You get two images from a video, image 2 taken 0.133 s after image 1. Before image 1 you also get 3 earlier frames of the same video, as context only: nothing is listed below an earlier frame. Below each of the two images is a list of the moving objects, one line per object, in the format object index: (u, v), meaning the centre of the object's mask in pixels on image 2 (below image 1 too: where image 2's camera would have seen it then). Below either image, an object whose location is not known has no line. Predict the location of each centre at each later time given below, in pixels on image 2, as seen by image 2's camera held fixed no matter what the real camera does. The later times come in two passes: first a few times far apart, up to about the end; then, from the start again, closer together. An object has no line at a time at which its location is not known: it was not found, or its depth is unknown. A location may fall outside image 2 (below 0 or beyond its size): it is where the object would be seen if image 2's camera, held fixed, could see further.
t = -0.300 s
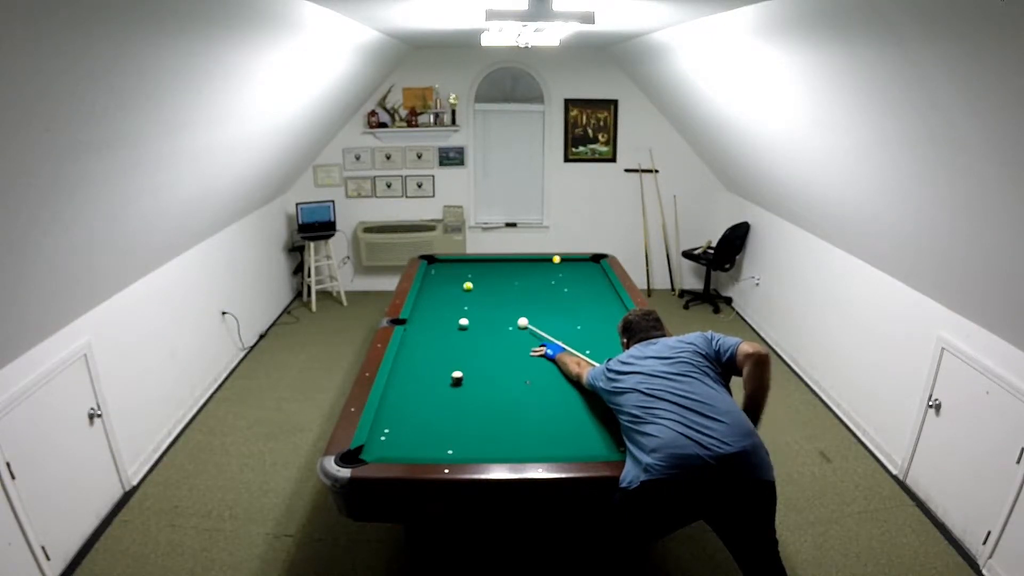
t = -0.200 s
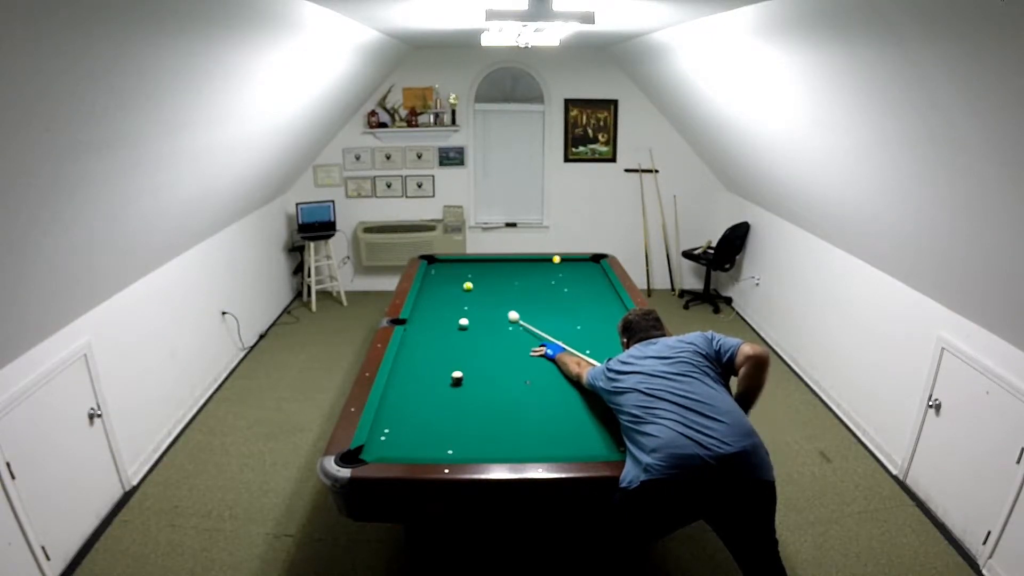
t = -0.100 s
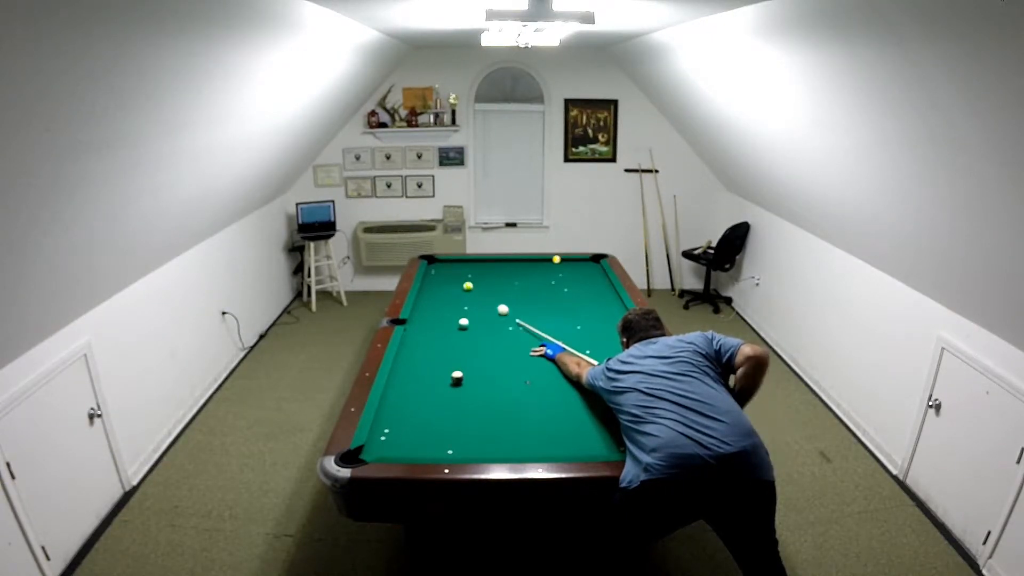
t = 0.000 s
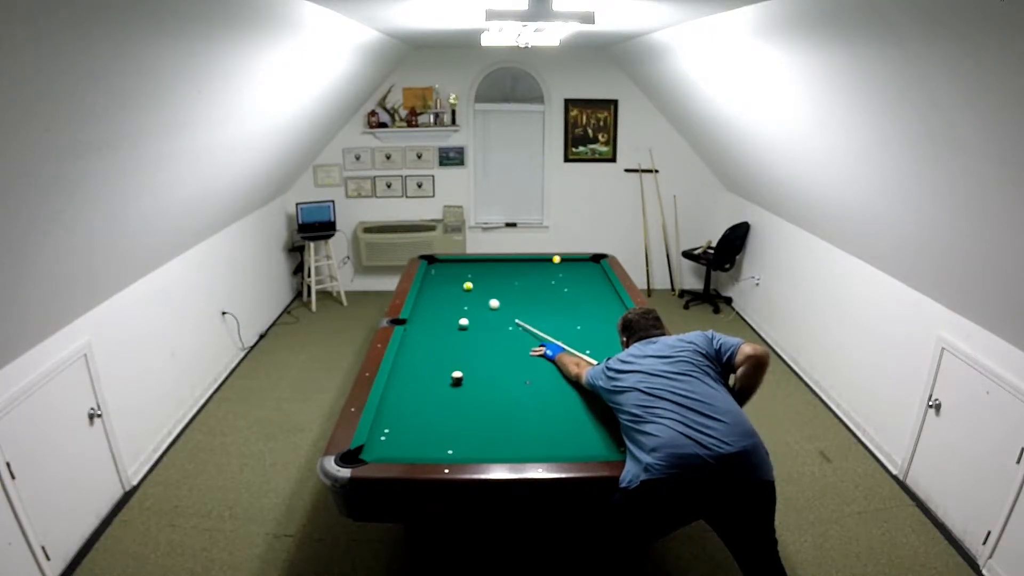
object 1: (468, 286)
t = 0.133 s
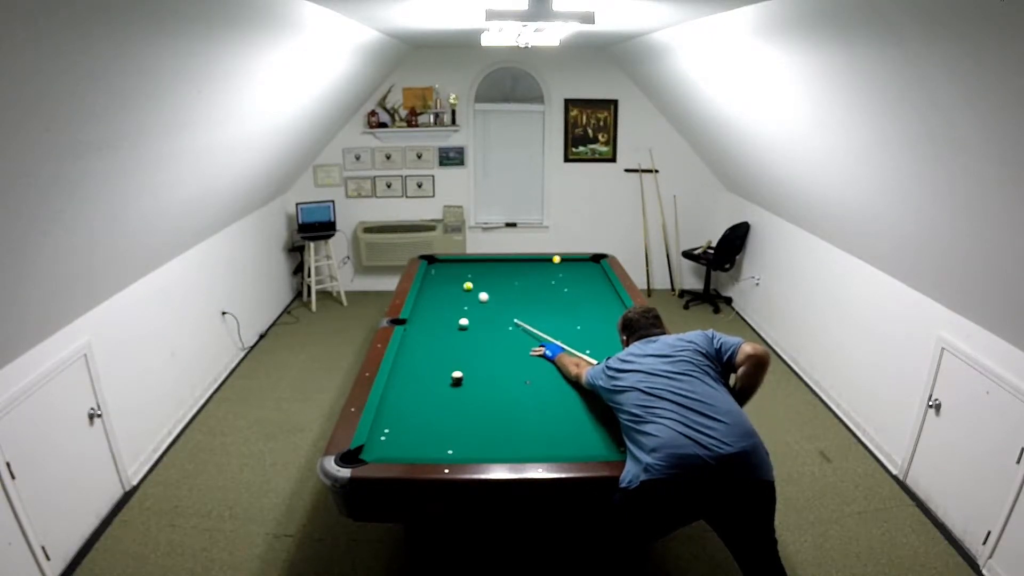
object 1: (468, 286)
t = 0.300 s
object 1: (467, 285)
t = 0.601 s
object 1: (456, 277)
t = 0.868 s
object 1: (447, 270)
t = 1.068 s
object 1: (441, 265)
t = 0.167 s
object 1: (468, 286)
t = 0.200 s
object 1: (468, 286)
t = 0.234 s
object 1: (468, 286)
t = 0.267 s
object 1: (467, 286)
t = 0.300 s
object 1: (467, 285)
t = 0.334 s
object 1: (465, 284)
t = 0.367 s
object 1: (464, 283)
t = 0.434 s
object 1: (462, 281)
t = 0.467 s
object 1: (460, 280)
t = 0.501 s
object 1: (459, 279)
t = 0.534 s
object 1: (458, 279)
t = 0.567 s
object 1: (457, 278)
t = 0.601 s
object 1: (456, 277)
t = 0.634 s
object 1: (455, 276)
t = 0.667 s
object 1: (454, 275)
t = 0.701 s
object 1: (453, 274)
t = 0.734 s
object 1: (451, 273)
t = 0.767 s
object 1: (450, 272)
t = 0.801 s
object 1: (449, 271)
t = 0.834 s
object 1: (448, 271)
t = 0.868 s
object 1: (447, 270)
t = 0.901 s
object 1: (446, 269)
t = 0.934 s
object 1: (445, 268)
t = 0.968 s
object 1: (444, 268)
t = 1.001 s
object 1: (443, 267)
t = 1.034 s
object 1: (442, 266)
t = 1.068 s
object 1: (441, 265)
